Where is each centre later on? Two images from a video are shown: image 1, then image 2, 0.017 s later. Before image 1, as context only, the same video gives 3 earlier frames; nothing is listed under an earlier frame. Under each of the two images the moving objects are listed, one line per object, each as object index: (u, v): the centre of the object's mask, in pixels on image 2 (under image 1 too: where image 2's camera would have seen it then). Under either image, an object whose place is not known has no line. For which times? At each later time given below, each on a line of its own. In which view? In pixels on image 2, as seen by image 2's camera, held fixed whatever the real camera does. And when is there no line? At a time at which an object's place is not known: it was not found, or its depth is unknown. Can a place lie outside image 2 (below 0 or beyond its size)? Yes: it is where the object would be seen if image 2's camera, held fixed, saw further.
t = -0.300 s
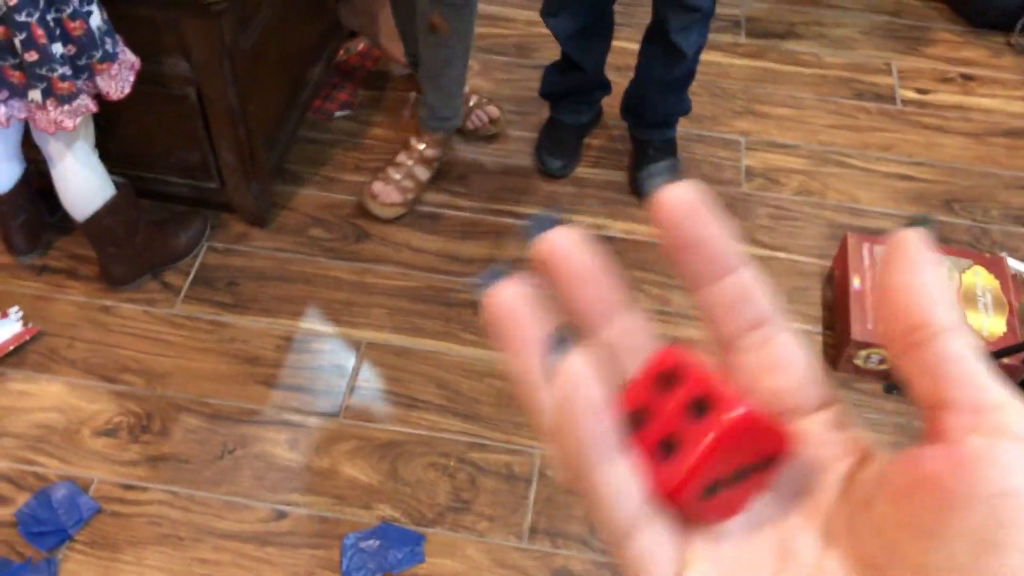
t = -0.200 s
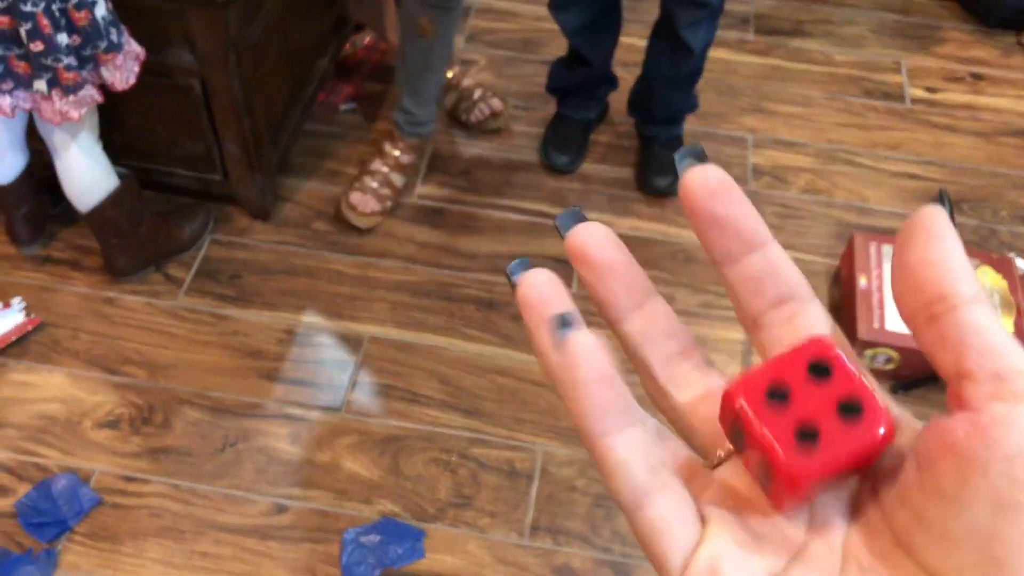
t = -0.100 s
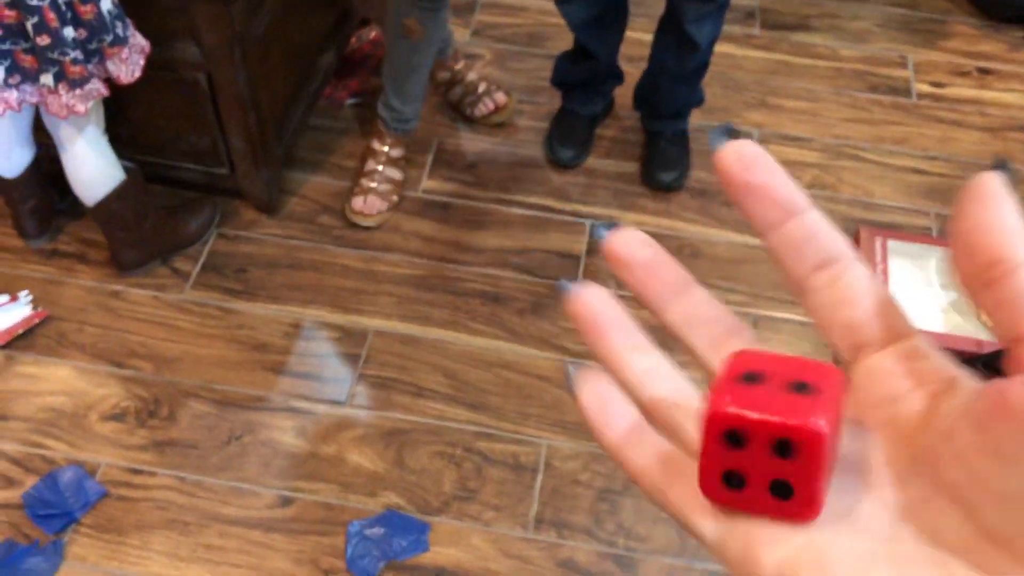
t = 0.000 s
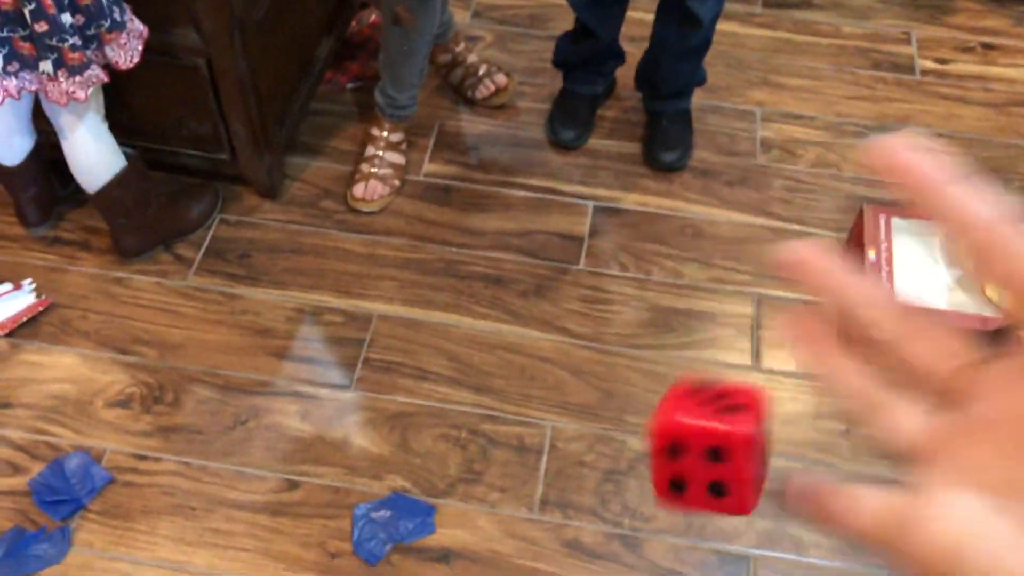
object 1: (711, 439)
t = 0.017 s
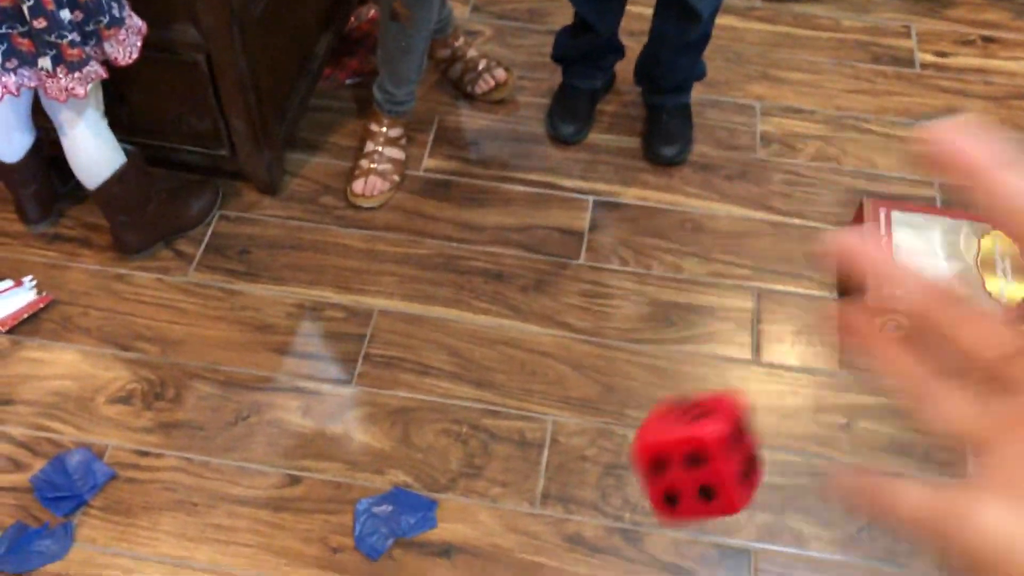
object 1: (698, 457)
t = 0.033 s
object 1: (685, 476)
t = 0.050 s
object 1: (673, 495)
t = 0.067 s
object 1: (658, 514)
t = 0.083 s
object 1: (646, 537)
